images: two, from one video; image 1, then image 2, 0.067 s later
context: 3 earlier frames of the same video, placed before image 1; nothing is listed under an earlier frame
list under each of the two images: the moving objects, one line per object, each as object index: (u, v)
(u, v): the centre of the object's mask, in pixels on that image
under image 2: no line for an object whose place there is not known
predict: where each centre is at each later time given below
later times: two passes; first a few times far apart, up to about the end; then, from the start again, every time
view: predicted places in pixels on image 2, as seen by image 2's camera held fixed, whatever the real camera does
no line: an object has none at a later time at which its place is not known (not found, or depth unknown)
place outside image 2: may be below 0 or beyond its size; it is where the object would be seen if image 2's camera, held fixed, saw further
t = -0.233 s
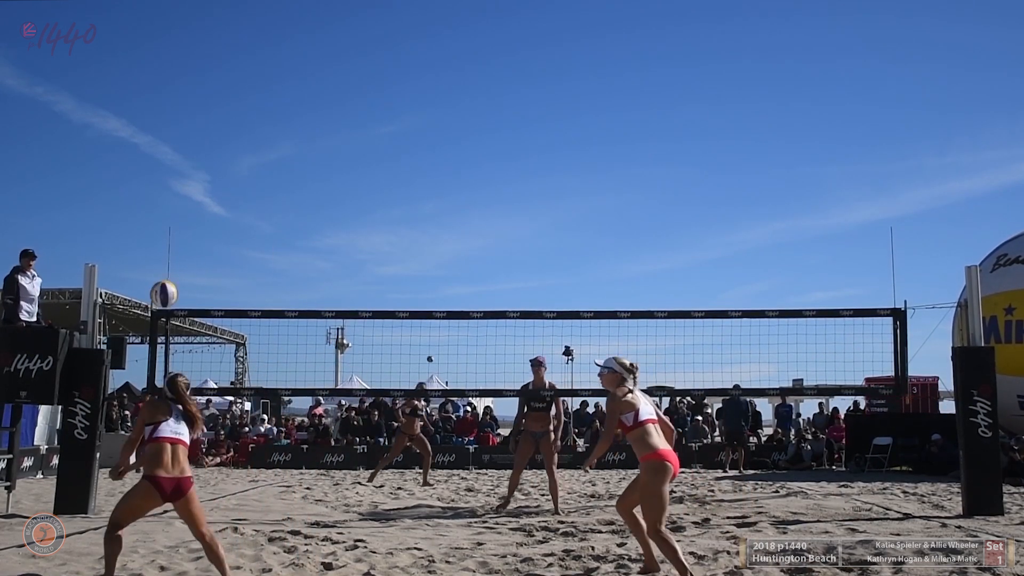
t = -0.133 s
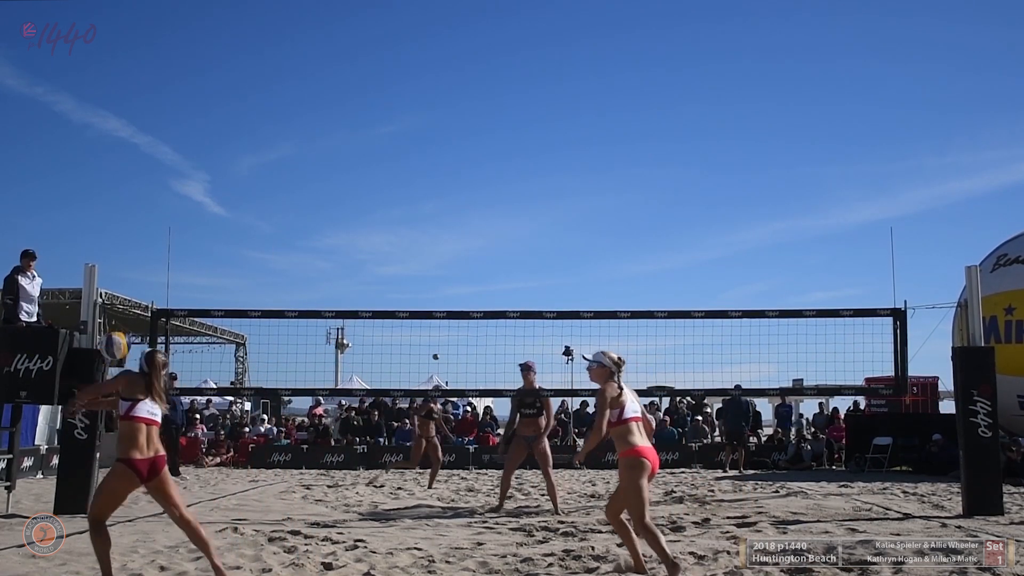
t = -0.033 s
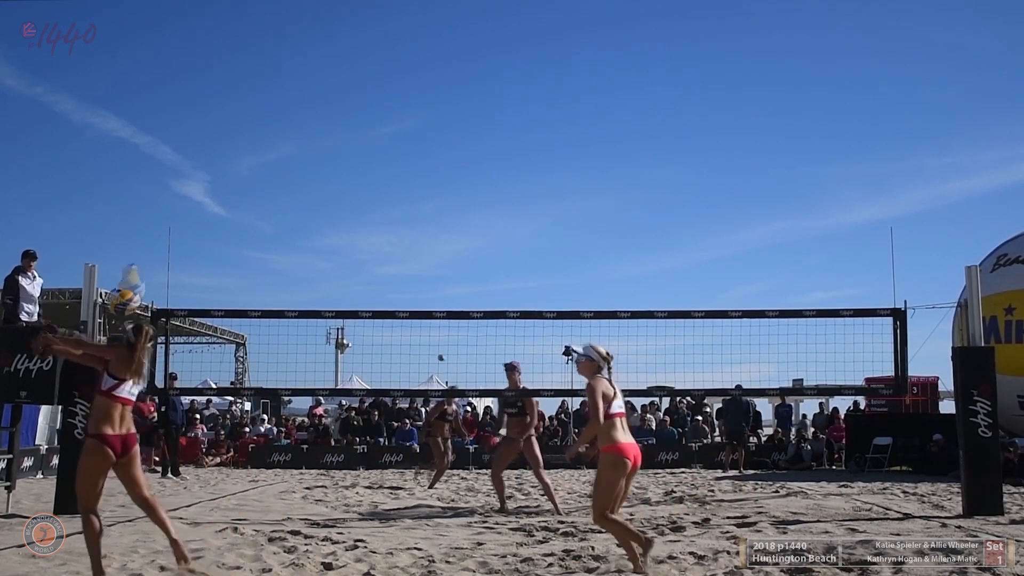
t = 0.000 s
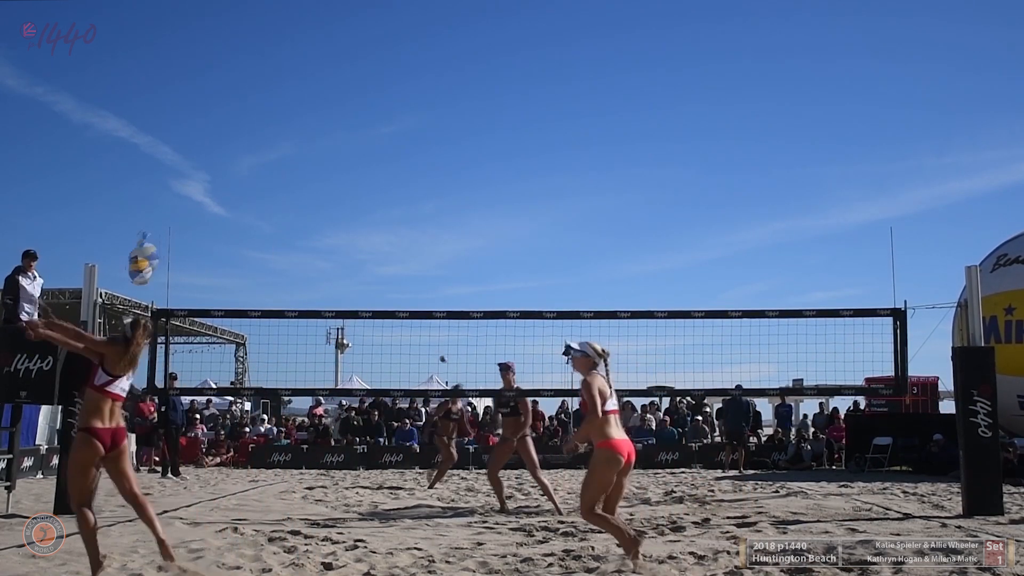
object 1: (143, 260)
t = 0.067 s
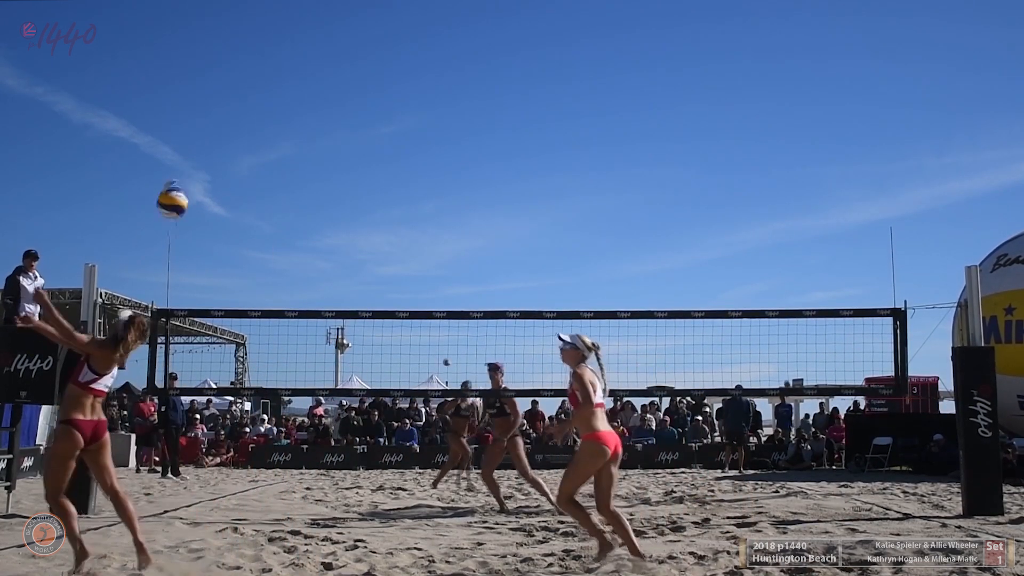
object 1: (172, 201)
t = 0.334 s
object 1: (275, 57)
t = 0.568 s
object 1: (352, 26)
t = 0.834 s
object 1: (430, 80)
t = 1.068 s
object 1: (490, 194)
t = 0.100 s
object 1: (187, 176)
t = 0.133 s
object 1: (200, 154)
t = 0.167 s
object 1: (214, 133)
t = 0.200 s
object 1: (227, 114)
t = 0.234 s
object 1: (239, 97)
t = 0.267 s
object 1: (252, 83)
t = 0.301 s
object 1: (263, 69)
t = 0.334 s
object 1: (275, 57)
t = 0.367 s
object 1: (286, 48)
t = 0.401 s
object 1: (298, 40)
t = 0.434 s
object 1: (309, 34)
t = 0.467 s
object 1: (320, 29)
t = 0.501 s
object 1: (331, 27)
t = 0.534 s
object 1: (342, 26)
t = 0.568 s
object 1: (352, 26)
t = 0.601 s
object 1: (362, 29)
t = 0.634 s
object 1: (372, 32)
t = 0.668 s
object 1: (382, 37)
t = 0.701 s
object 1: (392, 43)
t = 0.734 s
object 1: (401, 50)
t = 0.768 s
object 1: (412, 59)
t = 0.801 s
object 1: (420, 69)
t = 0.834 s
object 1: (430, 80)
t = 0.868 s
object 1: (439, 93)
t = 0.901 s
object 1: (448, 107)
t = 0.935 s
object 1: (457, 122)
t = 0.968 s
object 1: (465, 138)
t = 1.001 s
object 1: (474, 155)
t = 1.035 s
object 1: (482, 174)
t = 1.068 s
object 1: (490, 194)
